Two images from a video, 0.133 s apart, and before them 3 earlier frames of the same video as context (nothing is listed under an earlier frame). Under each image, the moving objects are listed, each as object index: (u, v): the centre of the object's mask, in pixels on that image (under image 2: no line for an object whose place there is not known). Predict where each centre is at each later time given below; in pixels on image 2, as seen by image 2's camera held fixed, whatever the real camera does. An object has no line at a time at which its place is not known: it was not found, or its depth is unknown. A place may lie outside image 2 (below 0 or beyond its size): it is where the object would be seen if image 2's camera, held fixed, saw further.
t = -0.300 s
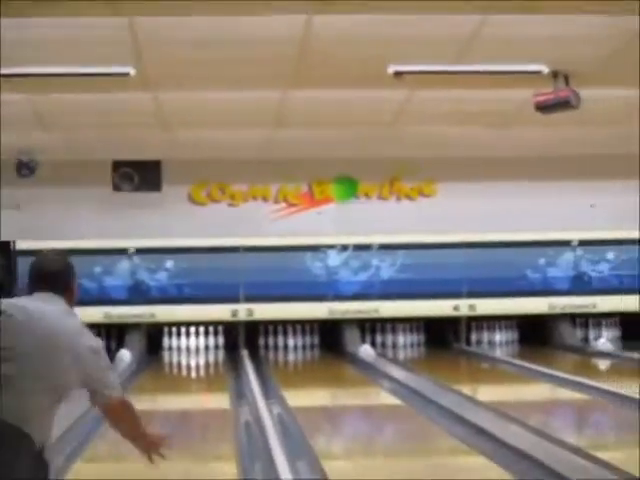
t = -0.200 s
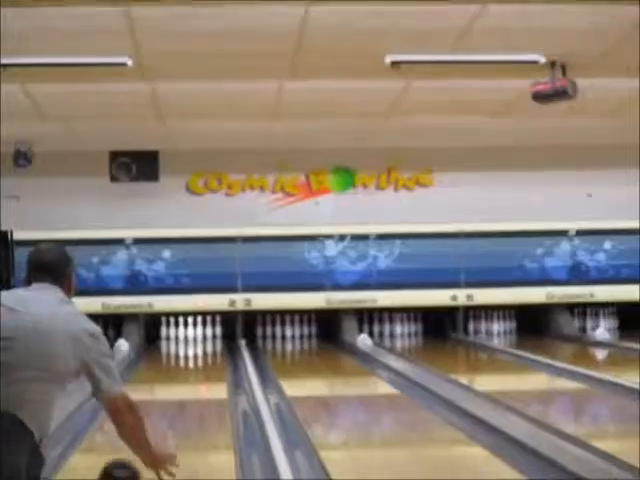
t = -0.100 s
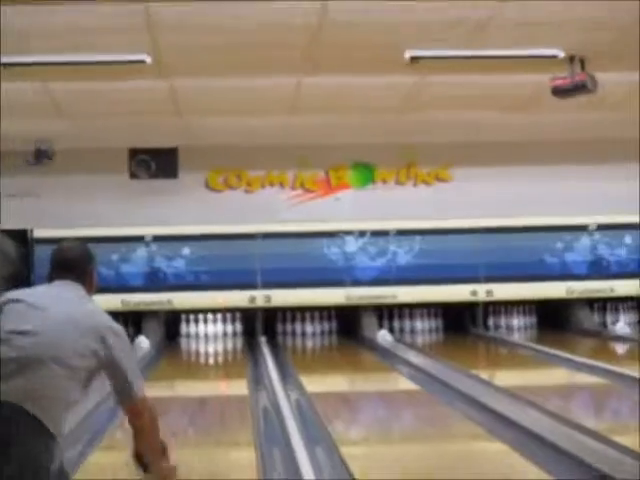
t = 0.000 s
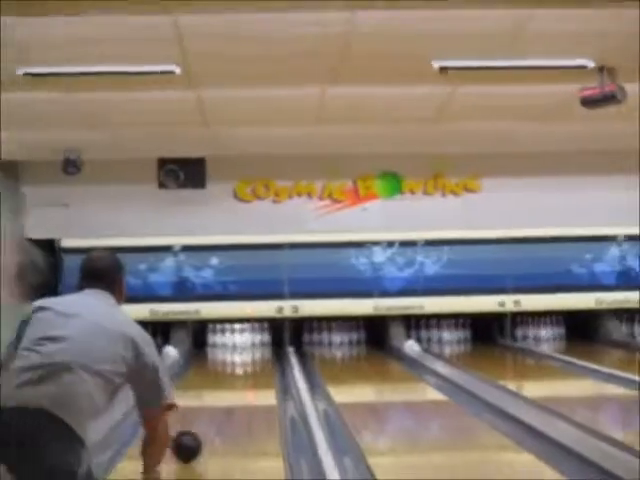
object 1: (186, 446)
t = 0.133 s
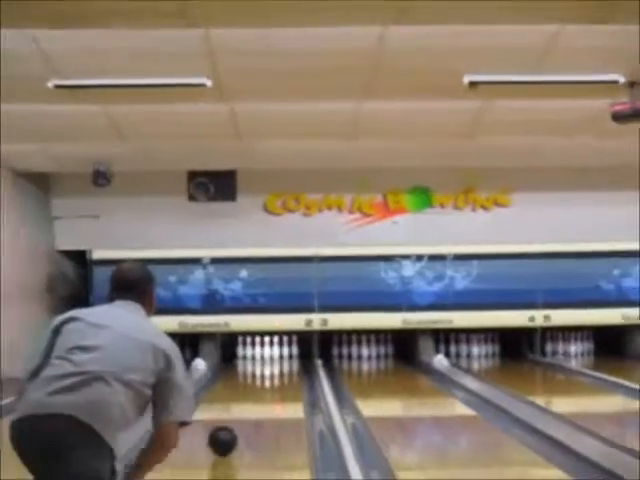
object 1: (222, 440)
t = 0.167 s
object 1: (223, 436)
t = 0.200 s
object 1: (225, 432)
